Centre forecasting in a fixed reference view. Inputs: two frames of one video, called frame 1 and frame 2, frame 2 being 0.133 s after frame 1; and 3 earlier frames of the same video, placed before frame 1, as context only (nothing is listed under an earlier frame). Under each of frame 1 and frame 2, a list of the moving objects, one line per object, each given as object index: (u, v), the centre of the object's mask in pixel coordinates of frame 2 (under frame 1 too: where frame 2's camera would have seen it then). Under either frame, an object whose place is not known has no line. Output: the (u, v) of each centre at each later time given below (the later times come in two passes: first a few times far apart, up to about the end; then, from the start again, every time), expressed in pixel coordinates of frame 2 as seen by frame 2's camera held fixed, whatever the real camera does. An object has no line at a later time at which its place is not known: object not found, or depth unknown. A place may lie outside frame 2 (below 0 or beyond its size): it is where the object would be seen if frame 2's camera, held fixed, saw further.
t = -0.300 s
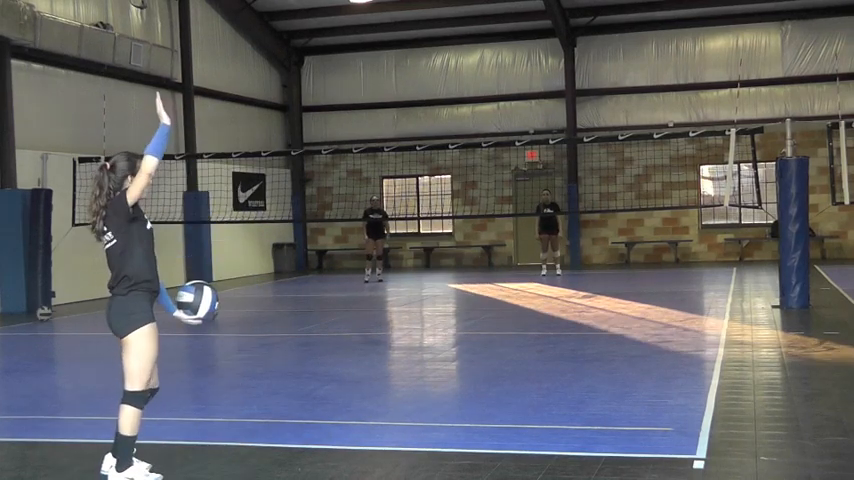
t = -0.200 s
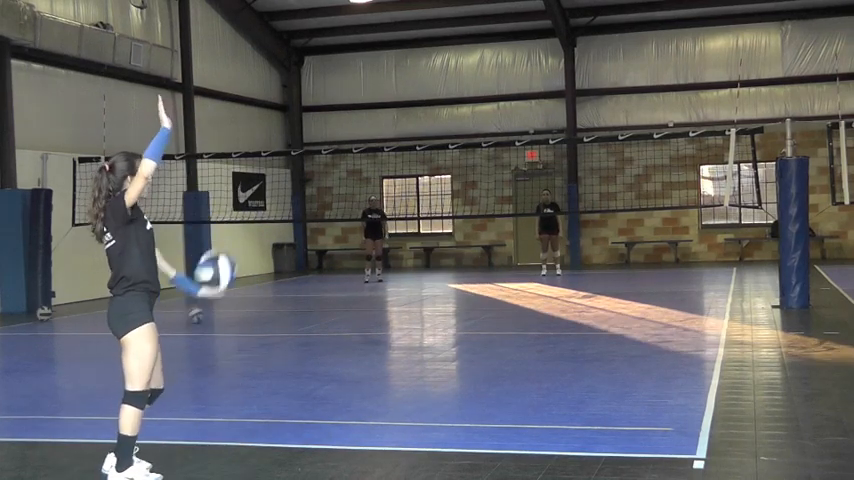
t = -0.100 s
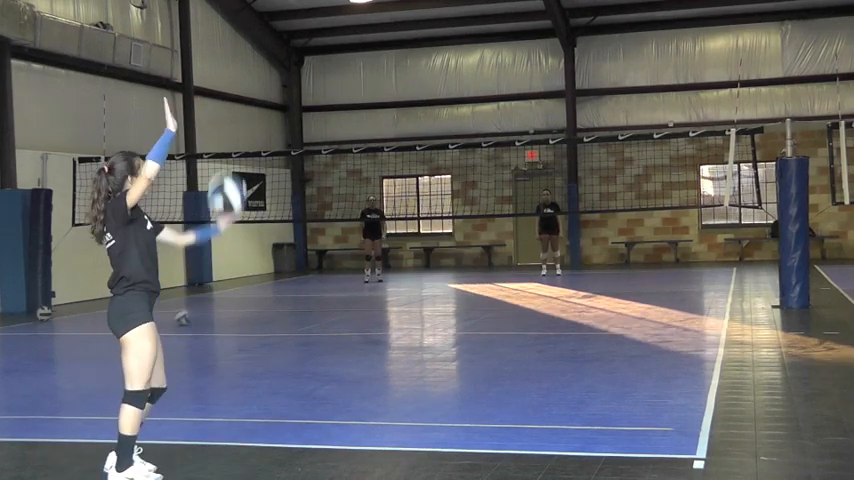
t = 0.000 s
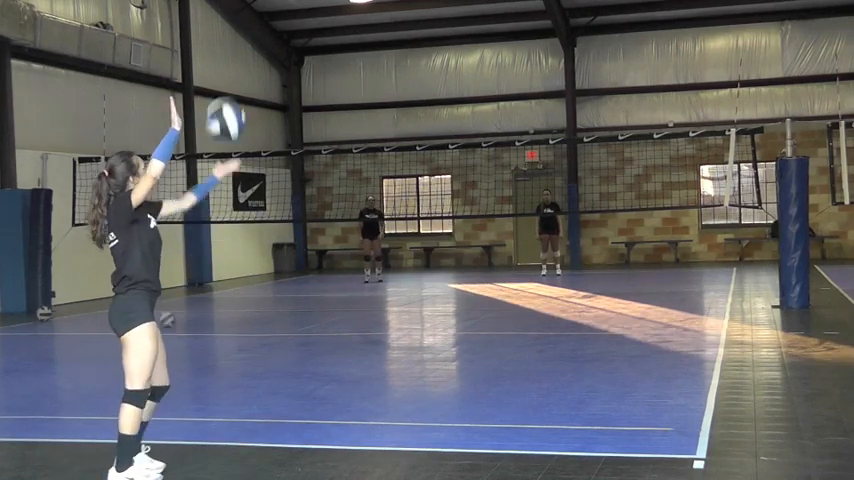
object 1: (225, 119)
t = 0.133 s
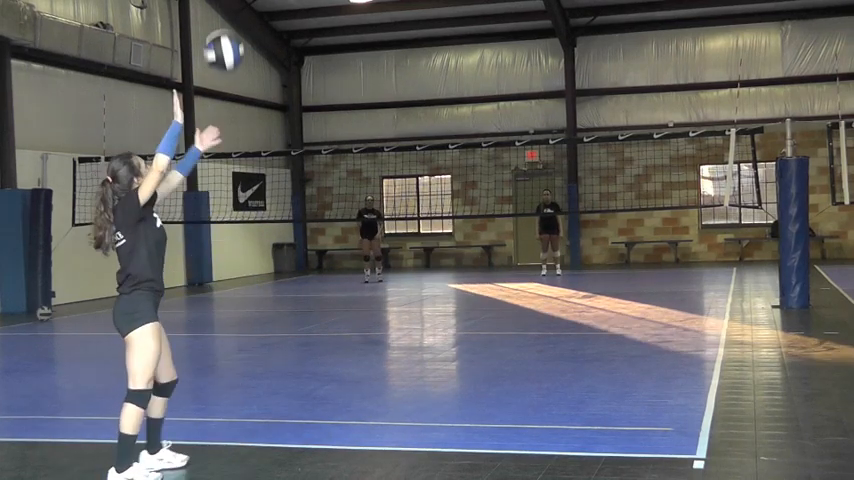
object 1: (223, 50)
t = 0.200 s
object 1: (223, 27)
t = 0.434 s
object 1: (223, 15)
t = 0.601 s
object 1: (225, 63)
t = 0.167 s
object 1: (223, 37)
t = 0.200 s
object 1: (223, 27)
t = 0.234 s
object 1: (223, 20)
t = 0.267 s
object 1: (223, 16)
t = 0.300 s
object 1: (223, 13)
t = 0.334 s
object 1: (223, 12)
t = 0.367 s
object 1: (223, 12)
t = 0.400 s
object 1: (223, 13)
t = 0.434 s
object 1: (223, 15)
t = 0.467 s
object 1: (223, 19)
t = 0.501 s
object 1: (224, 27)
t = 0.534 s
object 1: (224, 37)
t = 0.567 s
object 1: (224, 49)
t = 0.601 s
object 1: (225, 63)
